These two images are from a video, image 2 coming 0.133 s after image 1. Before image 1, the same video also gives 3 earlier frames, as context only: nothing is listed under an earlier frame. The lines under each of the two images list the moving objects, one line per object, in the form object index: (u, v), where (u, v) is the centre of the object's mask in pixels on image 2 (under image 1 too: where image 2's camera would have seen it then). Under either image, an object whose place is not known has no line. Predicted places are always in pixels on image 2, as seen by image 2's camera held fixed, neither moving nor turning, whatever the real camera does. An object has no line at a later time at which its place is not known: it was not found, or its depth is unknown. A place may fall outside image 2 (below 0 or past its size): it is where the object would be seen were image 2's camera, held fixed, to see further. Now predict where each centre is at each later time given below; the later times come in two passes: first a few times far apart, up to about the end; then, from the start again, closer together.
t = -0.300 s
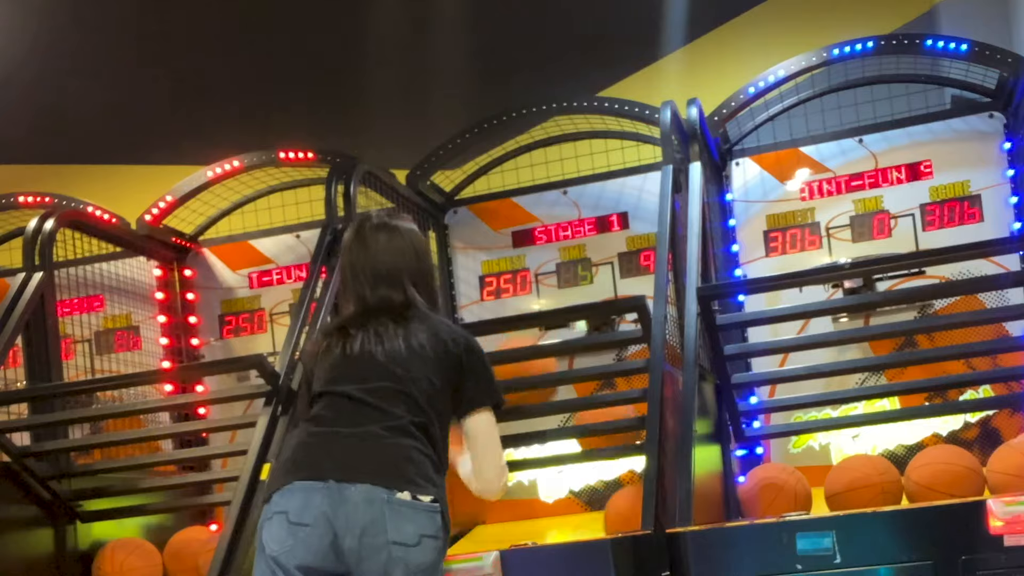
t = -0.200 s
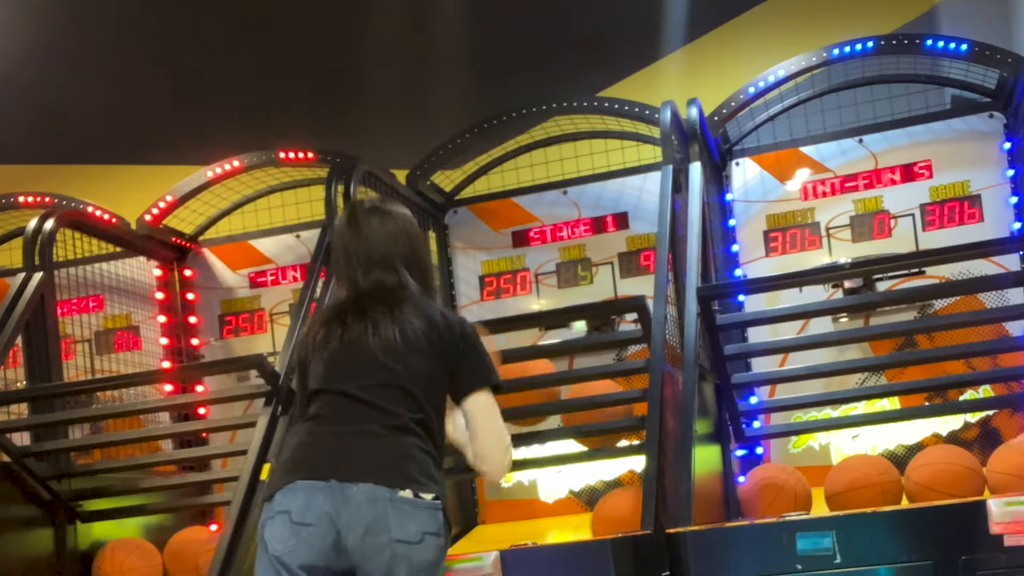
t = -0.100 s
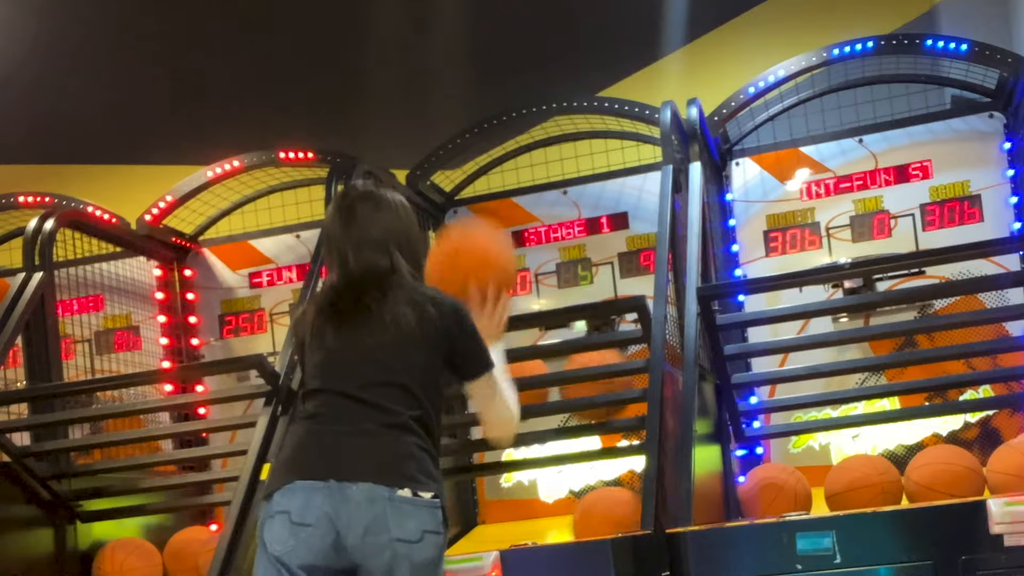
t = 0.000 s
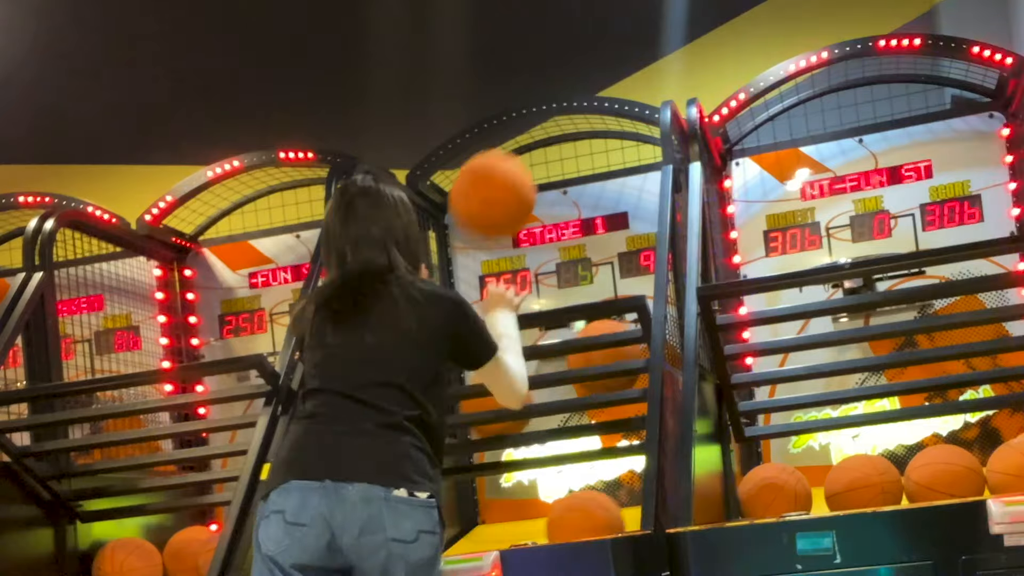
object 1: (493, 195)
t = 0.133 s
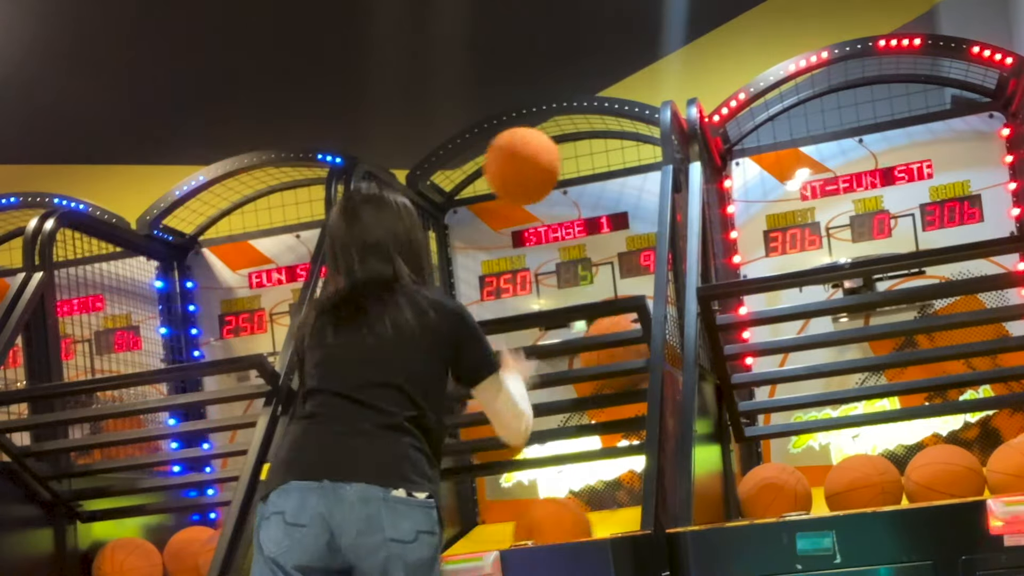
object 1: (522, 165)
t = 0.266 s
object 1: (552, 193)
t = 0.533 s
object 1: (579, 249)
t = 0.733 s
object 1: (567, 258)
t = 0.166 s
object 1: (529, 168)
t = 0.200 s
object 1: (537, 173)
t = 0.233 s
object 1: (544, 181)
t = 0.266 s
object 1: (552, 193)
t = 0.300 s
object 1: (560, 207)
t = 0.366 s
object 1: (575, 244)
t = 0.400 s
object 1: (581, 265)
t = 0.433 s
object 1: (587, 279)
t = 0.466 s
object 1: (586, 271)
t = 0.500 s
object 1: (582, 260)
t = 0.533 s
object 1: (579, 249)
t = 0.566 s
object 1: (576, 244)
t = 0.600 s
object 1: (573, 240)
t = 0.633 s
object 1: (571, 240)
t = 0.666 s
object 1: (569, 242)
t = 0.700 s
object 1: (568, 248)
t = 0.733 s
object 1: (567, 258)
